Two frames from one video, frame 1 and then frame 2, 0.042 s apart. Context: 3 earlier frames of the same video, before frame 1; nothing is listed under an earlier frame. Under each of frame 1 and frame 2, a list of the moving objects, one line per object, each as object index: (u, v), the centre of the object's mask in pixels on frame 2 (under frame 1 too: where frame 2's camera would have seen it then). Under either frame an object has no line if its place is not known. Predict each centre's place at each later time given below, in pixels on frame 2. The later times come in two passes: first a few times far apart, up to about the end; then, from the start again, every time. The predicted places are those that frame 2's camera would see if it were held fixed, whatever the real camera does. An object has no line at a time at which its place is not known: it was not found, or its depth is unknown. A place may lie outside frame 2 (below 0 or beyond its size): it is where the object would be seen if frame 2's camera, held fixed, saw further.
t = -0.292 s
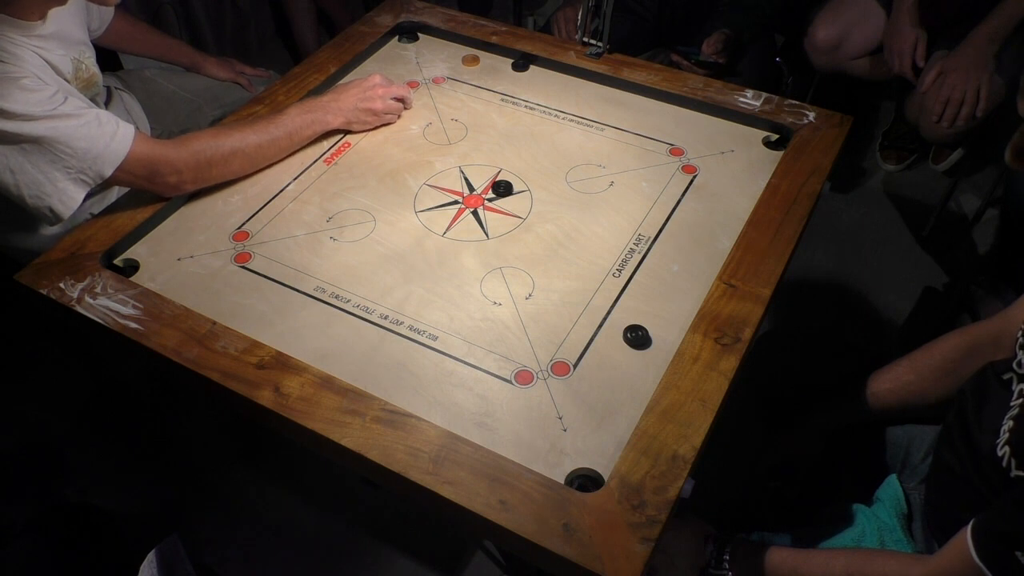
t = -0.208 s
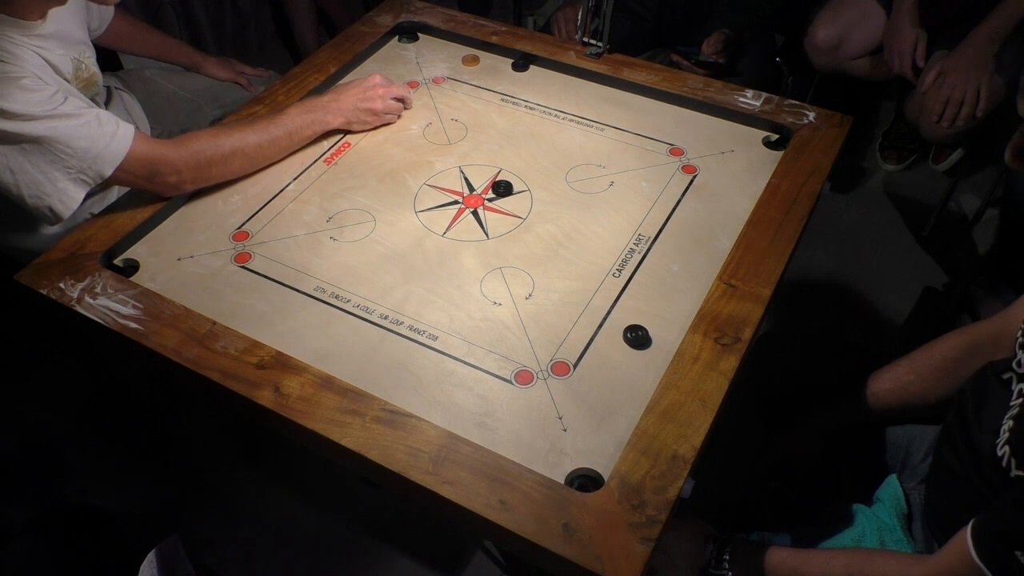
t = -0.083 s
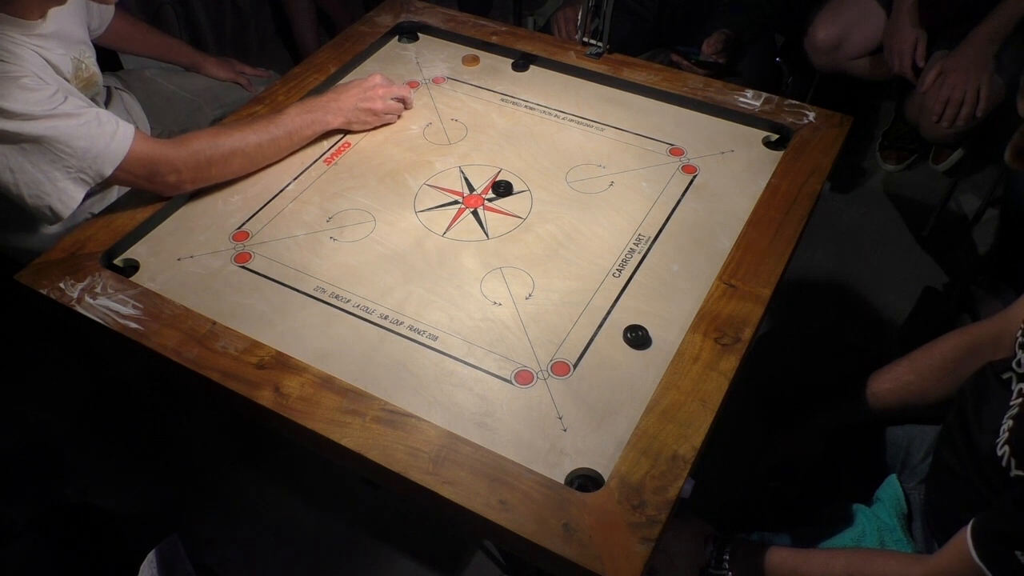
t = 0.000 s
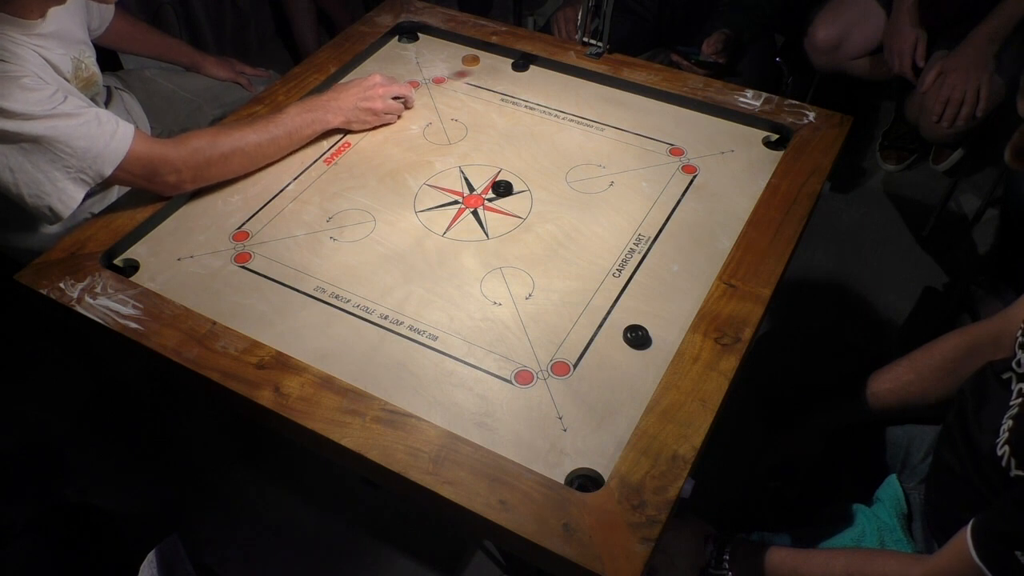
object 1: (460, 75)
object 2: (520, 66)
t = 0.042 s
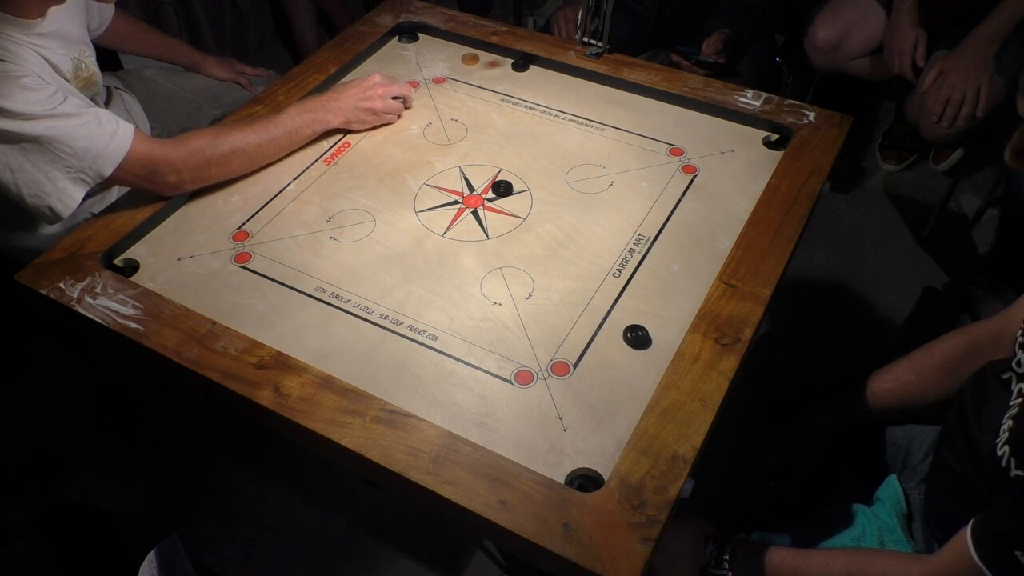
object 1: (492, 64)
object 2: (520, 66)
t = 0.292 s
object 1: (469, 132)
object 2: (652, 155)
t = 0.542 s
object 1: (438, 192)
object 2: (712, 210)
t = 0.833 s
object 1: (408, 247)
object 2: (616, 193)
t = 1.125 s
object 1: (391, 271)
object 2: (578, 185)
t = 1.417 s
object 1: (392, 271)
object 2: (578, 185)
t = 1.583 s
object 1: (392, 272)
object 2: (578, 185)
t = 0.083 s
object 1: (495, 78)
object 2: (554, 88)
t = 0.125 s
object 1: (489, 89)
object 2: (573, 101)
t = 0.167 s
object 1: (485, 99)
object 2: (593, 113)
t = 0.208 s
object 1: (479, 110)
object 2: (612, 128)
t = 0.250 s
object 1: (474, 121)
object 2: (632, 141)
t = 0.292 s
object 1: (469, 132)
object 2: (652, 155)
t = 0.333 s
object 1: (464, 142)
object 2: (672, 168)
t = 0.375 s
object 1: (459, 152)
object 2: (693, 183)
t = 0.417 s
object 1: (453, 162)
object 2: (713, 196)
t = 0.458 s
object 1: (448, 172)
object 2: (732, 209)
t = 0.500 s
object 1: (443, 182)
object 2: (730, 213)
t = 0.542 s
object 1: (438, 192)
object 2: (712, 210)
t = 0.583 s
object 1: (432, 201)
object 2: (695, 207)
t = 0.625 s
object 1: (428, 210)
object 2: (678, 204)
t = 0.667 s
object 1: (424, 219)
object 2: (663, 201)
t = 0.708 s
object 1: (419, 227)
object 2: (650, 199)
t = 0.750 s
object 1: (415, 234)
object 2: (638, 197)
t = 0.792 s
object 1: (411, 241)
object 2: (626, 195)
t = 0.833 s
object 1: (408, 247)
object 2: (616, 193)
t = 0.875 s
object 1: (404, 252)
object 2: (607, 191)
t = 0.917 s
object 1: (401, 257)
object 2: (600, 190)
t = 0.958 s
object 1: (398, 262)
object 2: (593, 188)
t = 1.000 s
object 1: (396, 265)
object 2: (588, 187)
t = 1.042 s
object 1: (393, 268)
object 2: (584, 186)
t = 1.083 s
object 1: (391, 270)
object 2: (579, 185)
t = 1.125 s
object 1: (391, 271)
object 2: (578, 185)
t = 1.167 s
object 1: (391, 271)
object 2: (578, 185)
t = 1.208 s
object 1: (391, 271)
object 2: (578, 185)
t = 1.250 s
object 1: (391, 271)
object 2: (578, 185)
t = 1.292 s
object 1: (392, 271)
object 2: (578, 185)
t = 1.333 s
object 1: (392, 271)
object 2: (578, 185)
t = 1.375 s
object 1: (391, 271)
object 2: (578, 185)
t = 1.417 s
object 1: (392, 271)
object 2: (578, 185)
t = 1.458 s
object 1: (392, 271)
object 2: (578, 185)
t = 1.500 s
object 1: (392, 271)
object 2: (578, 185)
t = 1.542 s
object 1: (392, 272)
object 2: (578, 185)
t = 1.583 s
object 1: (392, 272)
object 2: (578, 185)
